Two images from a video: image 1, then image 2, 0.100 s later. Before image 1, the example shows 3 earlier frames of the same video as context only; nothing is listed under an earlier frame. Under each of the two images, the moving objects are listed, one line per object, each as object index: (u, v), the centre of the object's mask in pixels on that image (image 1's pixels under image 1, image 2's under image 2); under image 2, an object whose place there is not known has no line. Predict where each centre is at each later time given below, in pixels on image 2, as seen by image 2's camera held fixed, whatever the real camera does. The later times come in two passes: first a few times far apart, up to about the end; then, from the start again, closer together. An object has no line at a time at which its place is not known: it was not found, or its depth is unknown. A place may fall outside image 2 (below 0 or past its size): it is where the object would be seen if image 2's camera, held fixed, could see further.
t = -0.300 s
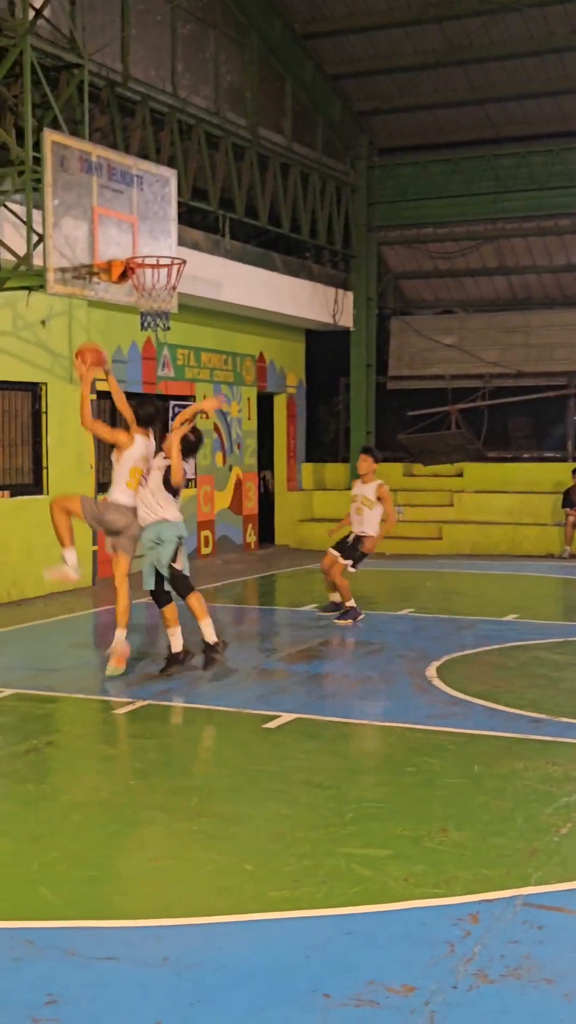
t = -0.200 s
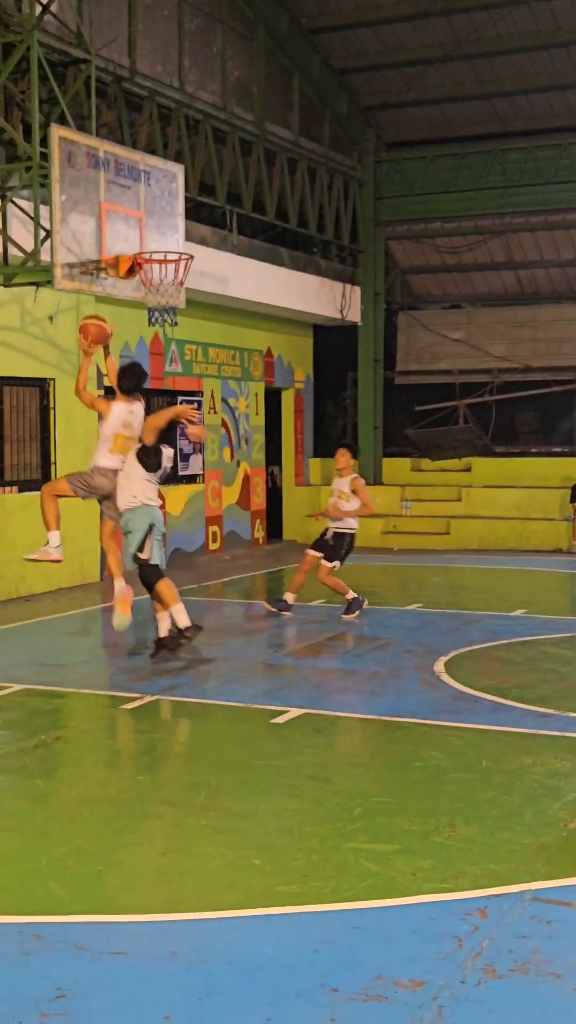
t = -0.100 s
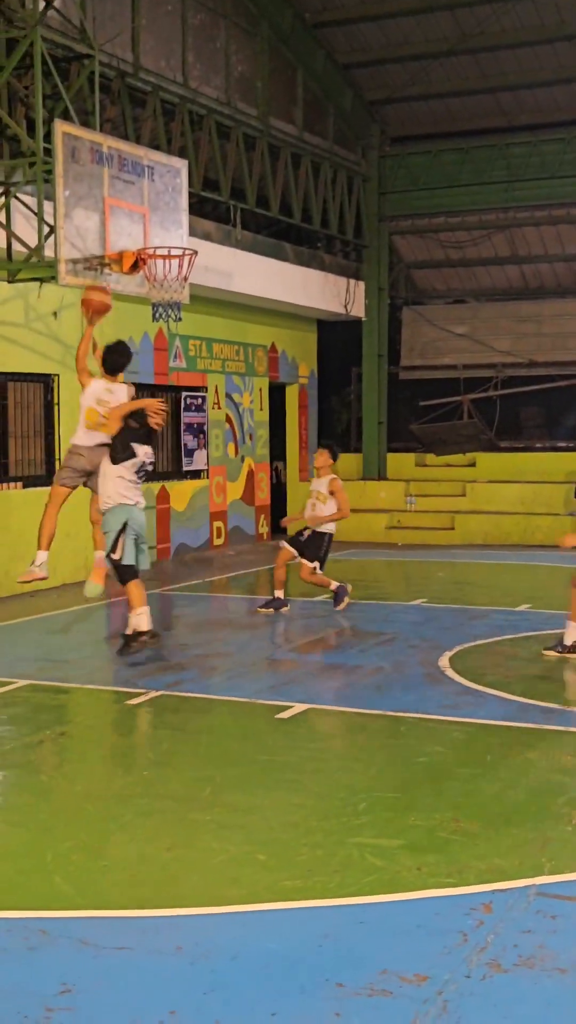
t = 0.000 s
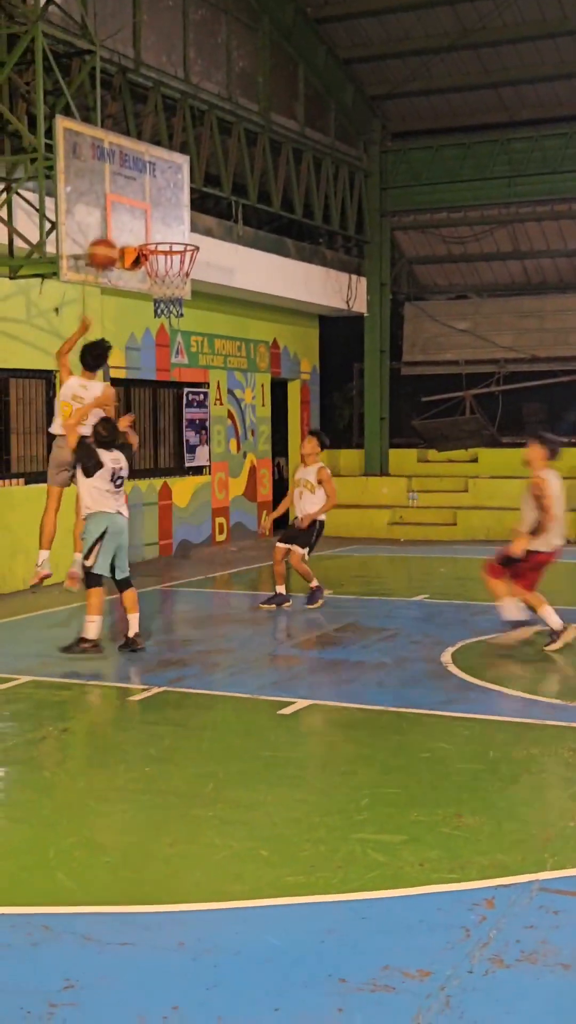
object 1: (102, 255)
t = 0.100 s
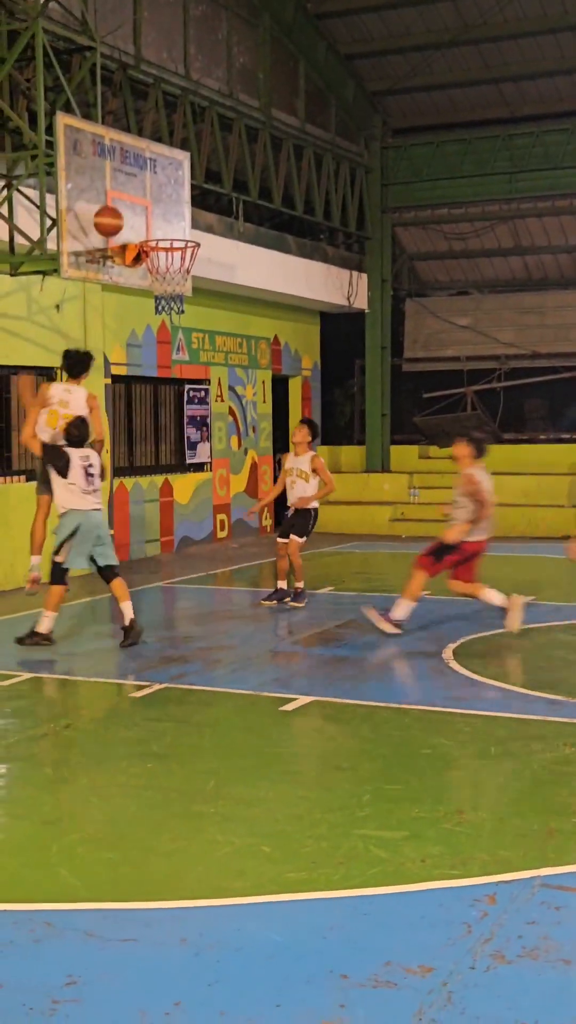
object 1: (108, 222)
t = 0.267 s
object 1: (151, 212)
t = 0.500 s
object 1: (183, 227)
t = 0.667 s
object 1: (167, 241)
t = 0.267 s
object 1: (151, 212)
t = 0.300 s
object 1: (160, 214)
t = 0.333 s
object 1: (169, 218)
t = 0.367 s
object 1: (178, 222)
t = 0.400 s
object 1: (187, 228)
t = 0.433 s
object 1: (190, 232)
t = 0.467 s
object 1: (186, 229)
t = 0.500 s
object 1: (183, 227)
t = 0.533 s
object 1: (180, 227)
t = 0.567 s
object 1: (176, 229)
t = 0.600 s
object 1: (173, 231)
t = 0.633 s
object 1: (170, 237)
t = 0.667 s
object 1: (167, 241)
